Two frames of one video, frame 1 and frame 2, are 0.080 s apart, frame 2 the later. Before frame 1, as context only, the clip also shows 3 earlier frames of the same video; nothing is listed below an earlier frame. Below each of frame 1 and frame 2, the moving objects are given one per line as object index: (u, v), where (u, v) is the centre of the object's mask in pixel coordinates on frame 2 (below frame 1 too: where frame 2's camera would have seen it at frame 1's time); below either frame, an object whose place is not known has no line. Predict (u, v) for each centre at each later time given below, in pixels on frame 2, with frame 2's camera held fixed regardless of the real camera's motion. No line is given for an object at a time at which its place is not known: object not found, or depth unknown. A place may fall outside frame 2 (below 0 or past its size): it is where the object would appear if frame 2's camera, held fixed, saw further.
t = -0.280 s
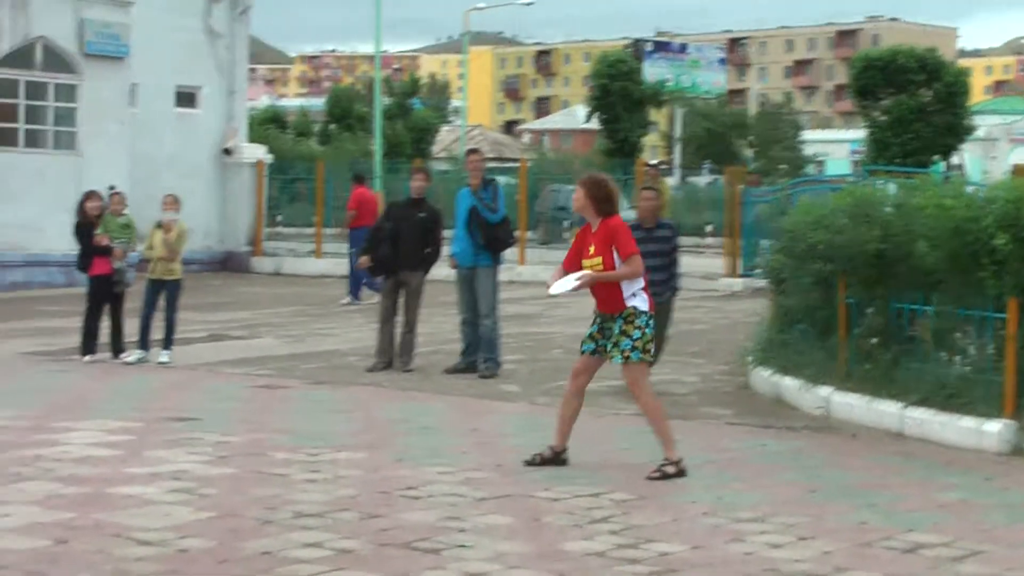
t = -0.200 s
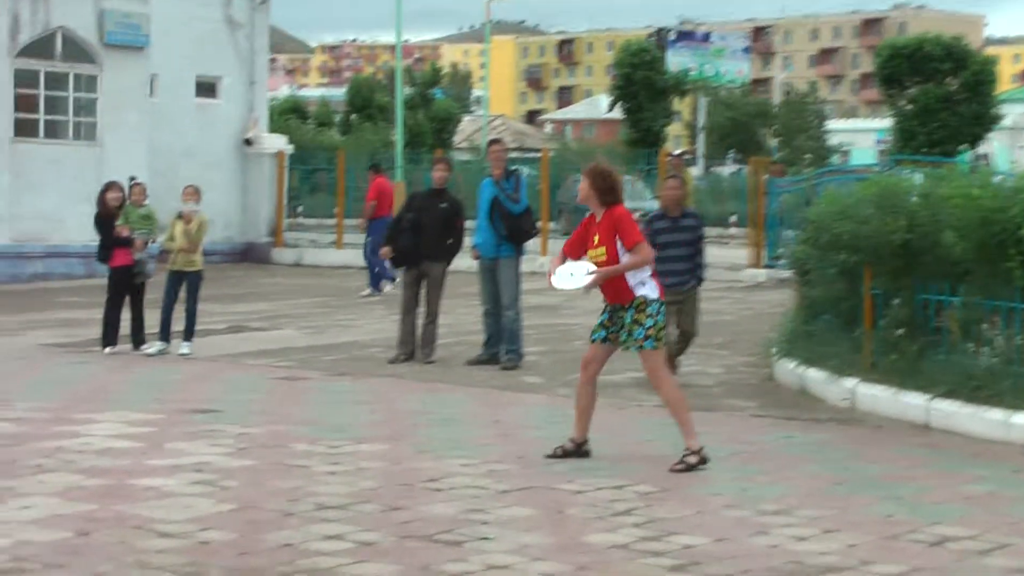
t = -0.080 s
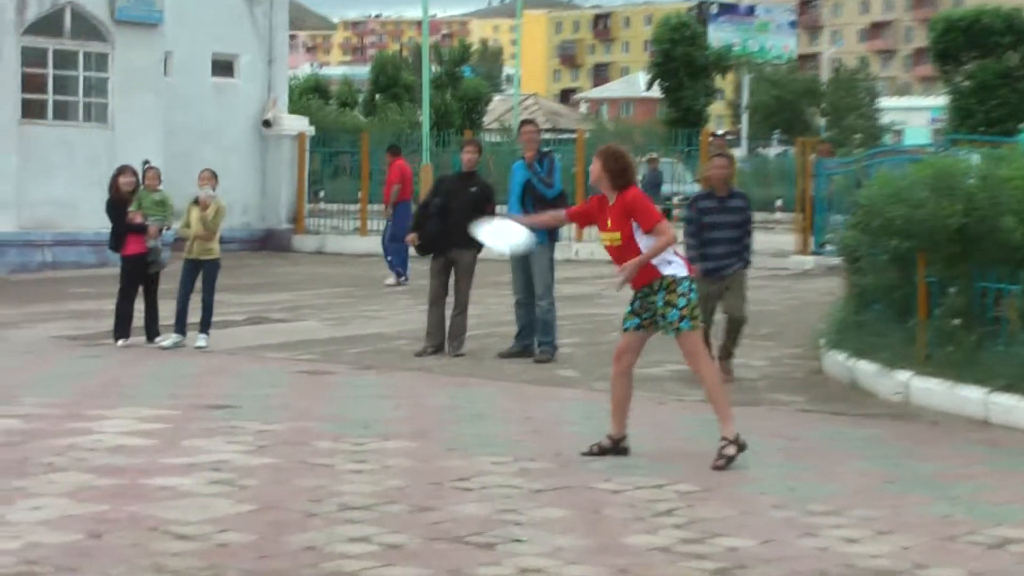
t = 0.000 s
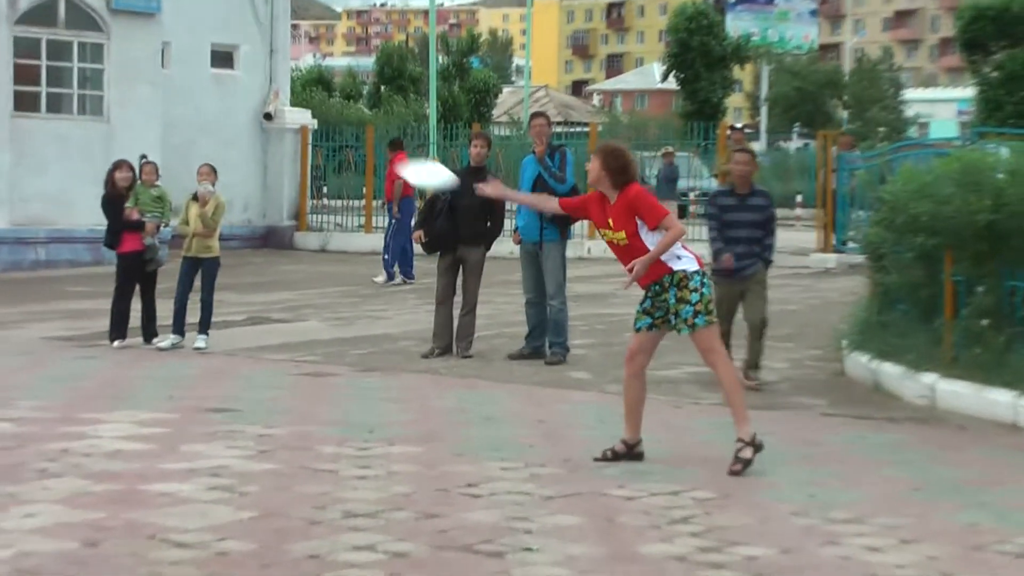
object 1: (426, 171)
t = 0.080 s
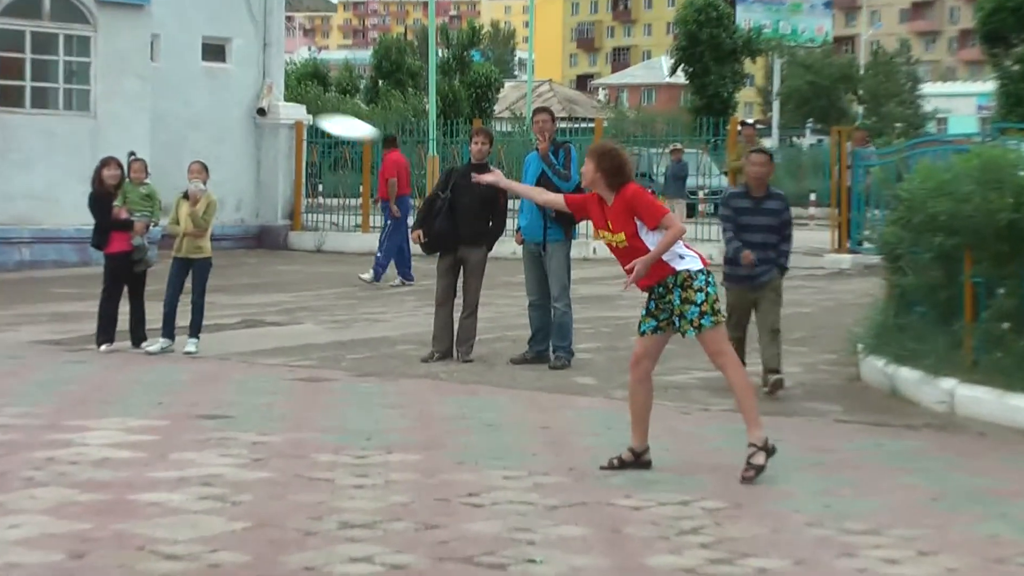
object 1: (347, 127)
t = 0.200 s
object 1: (230, 81)
